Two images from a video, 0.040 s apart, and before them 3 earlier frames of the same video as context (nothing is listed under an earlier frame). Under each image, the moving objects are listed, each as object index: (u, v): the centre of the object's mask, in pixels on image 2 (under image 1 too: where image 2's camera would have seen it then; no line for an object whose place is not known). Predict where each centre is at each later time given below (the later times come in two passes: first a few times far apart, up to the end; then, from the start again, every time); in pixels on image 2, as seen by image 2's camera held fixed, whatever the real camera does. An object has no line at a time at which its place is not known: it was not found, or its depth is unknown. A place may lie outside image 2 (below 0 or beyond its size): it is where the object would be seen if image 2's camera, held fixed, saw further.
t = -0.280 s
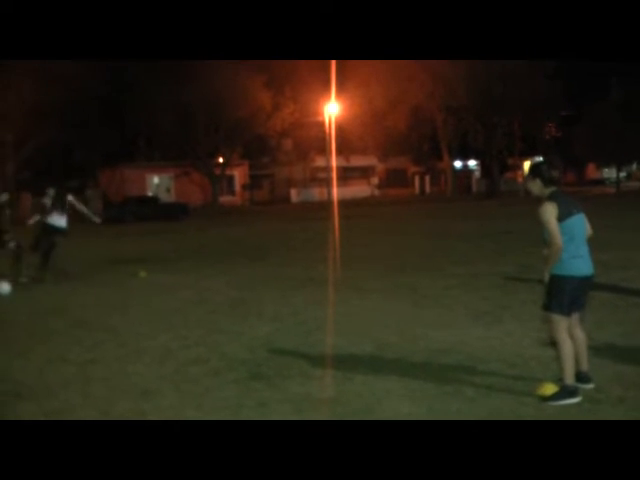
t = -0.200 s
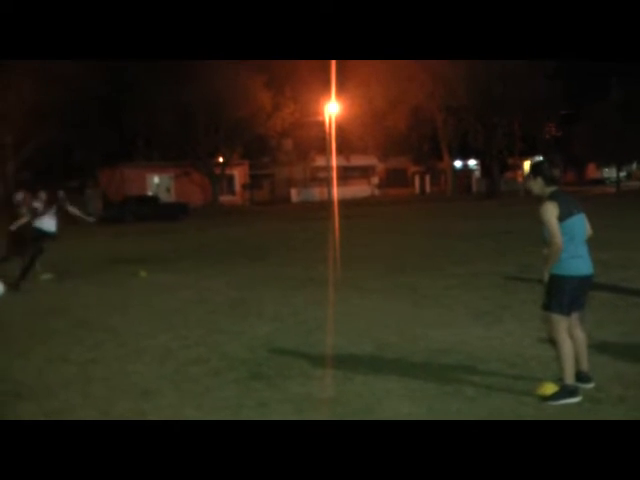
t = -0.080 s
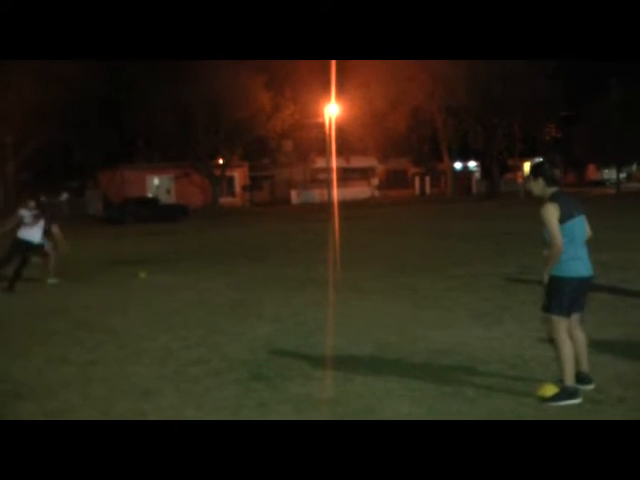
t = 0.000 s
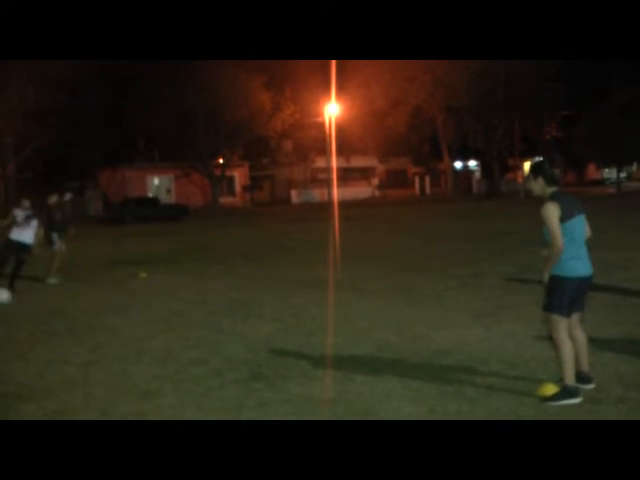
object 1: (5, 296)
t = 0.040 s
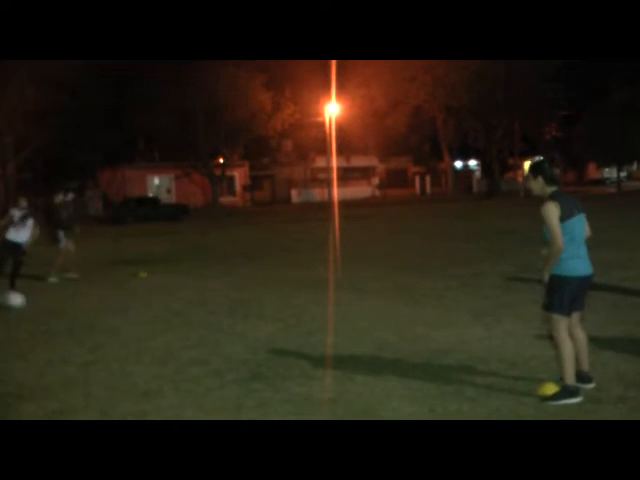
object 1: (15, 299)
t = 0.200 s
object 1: (69, 311)
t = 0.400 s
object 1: (150, 330)
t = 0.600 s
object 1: (246, 353)
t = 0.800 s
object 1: (348, 373)
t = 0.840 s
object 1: (370, 377)
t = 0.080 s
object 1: (28, 302)
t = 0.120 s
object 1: (41, 305)
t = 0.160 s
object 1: (55, 308)
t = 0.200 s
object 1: (69, 311)
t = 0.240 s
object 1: (83, 315)
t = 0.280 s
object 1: (101, 320)
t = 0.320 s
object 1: (116, 322)
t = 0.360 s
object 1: (132, 325)
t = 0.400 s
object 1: (150, 330)
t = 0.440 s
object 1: (169, 336)
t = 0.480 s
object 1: (187, 340)
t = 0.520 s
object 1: (206, 343)
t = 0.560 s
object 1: (226, 349)
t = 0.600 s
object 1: (246, 353)
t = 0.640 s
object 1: (266, 357)
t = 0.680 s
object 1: (286, 361)
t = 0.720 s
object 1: (307, 366)
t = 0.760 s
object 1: (328, 369)
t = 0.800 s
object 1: (348, 373)
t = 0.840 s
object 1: (370, 377)
